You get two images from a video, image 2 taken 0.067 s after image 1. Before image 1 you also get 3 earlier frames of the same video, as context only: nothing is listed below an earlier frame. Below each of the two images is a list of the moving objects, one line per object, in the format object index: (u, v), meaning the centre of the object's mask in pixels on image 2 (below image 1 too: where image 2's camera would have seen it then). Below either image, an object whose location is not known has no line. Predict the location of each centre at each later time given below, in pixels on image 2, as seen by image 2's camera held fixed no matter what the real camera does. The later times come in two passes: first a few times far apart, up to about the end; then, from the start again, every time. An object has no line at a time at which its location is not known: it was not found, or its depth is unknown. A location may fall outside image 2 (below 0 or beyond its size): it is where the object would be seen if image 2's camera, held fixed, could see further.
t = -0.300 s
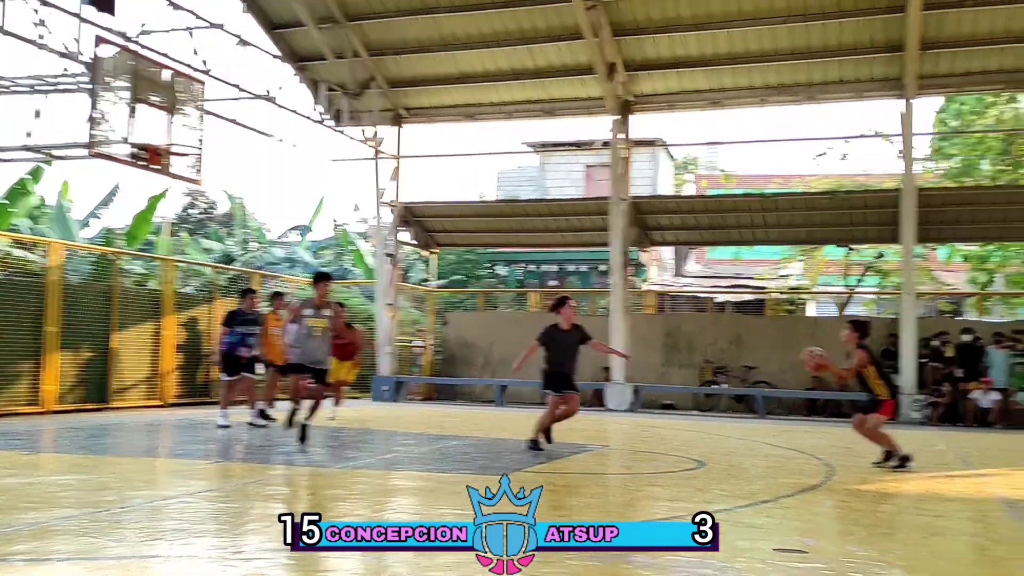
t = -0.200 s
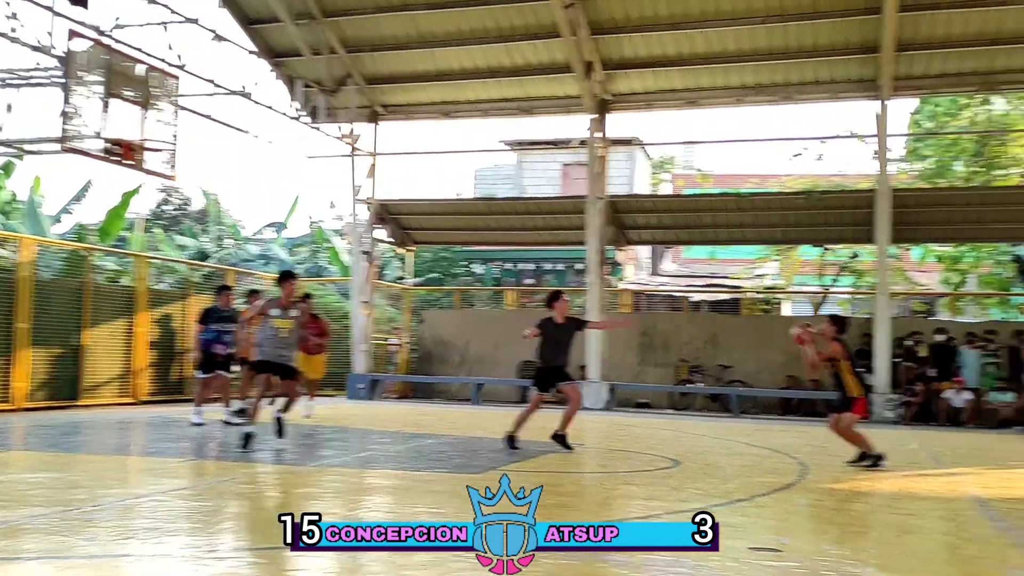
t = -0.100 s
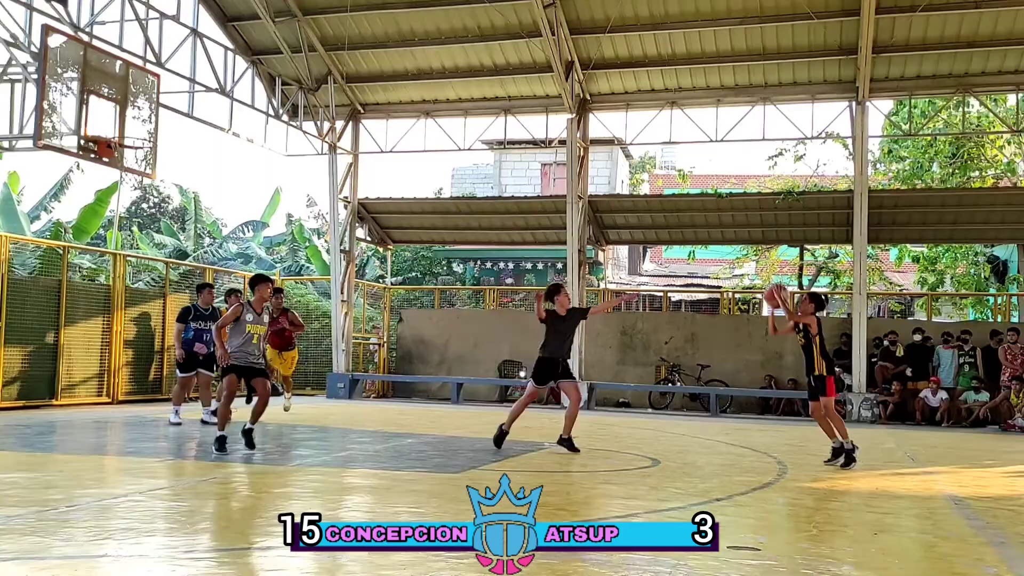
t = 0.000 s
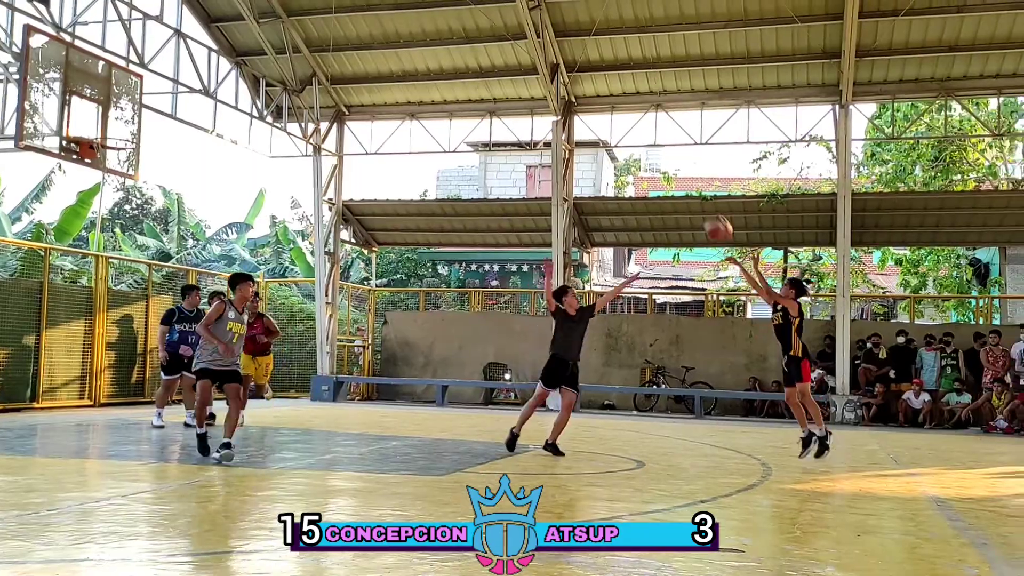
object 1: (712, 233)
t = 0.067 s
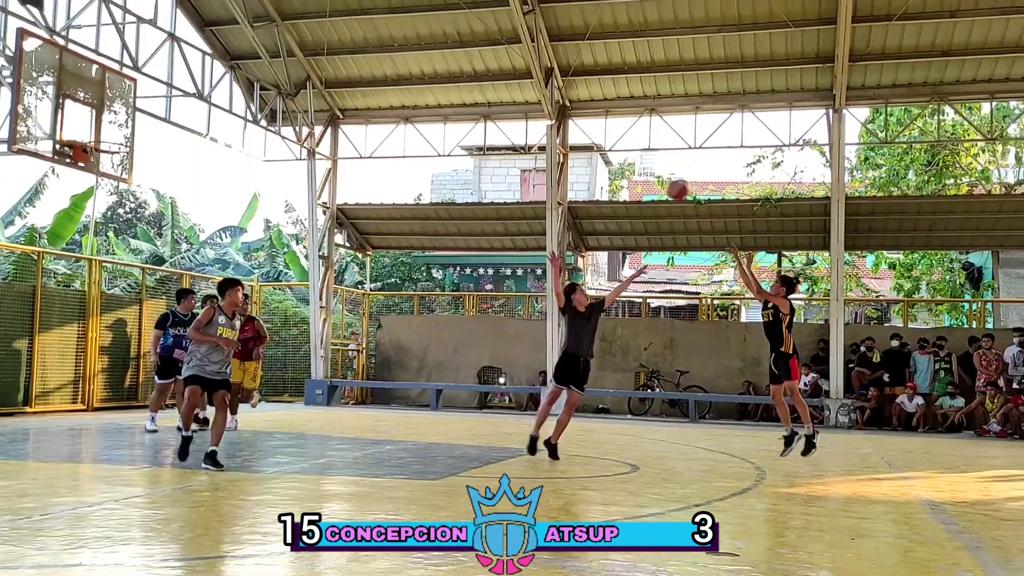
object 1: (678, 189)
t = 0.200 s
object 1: (611, 115)
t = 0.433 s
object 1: (501, 31)
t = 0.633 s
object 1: (406, 1)
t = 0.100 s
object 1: (661, 169)
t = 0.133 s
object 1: (645, 151)
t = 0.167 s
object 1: (628, 132)
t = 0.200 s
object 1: (611, 115)
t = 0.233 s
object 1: (595, 100)
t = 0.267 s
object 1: (580, 87)
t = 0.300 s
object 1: (565, 74)
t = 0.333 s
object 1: (548, 62)
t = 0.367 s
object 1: (532, 51)
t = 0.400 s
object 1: (516, 40)
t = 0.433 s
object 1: (501, 31)
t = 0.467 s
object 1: (485, 23)
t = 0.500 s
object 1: (470, 17)
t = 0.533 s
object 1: (454, 11)
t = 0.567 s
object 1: (438, 7)
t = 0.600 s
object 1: (422, 4)
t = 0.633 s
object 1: (406, 1)
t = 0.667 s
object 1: (390, -1)
